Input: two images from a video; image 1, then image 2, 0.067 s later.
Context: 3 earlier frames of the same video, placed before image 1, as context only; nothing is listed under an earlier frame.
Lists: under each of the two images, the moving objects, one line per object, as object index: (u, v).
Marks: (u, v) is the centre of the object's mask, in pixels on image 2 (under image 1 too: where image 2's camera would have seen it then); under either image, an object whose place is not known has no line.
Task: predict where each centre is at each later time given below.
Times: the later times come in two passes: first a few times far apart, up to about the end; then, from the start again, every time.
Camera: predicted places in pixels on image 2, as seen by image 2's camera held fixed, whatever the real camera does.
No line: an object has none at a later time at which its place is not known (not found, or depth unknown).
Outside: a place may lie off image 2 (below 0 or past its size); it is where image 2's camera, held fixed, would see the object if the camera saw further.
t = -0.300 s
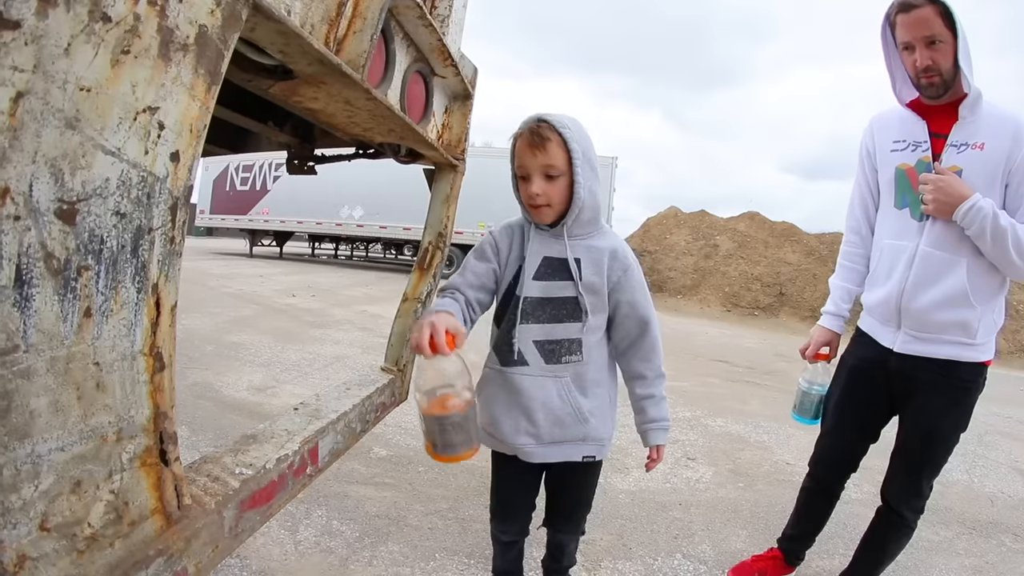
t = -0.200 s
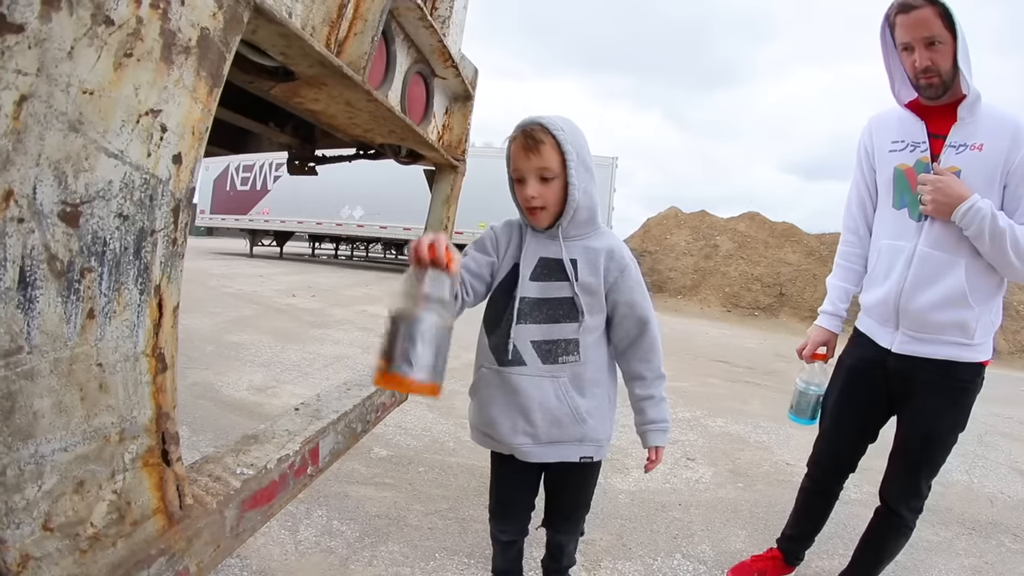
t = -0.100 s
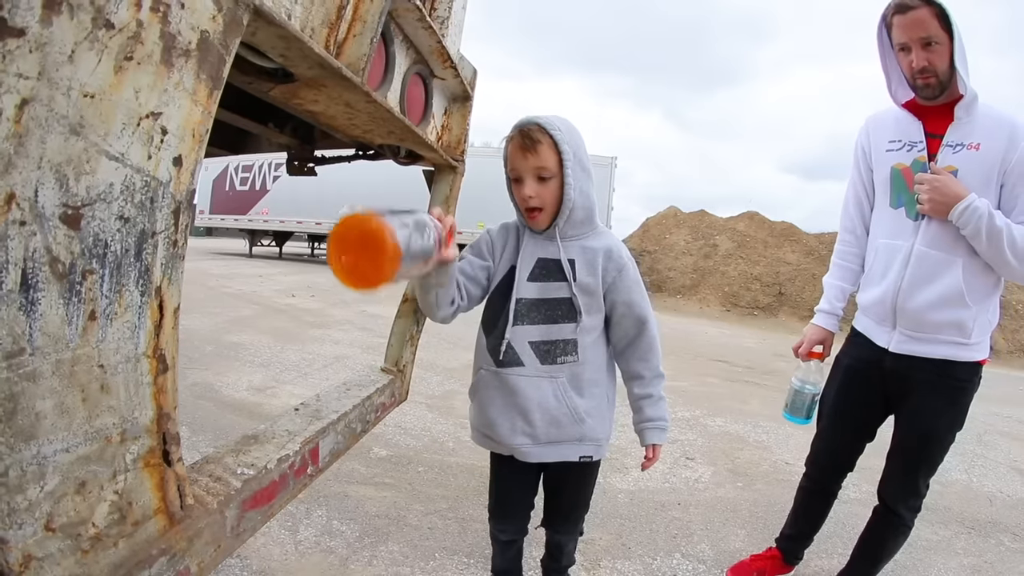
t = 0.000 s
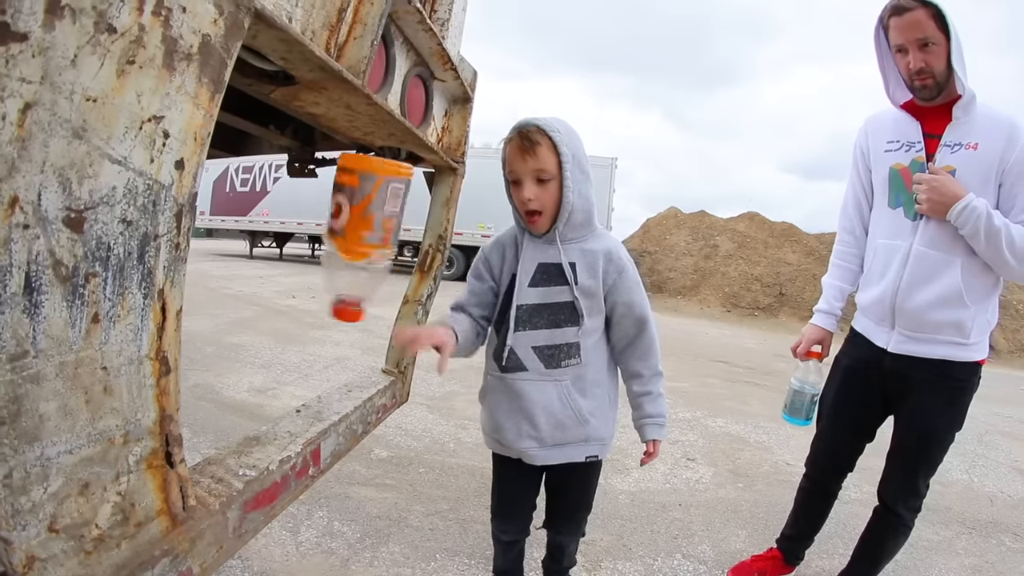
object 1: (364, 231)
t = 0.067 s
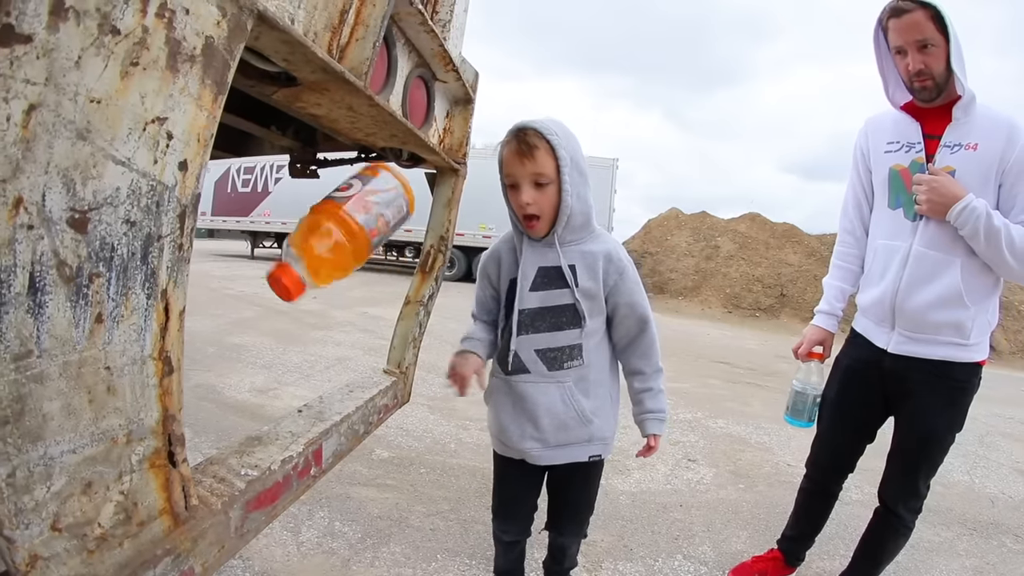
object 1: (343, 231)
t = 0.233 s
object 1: (320, 371)
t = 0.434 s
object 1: (330, 396)
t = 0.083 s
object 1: (339, 235)
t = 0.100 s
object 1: (336, 242)
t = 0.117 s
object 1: (334, 252)
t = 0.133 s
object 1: (332, 264)
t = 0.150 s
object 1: (330, 279)
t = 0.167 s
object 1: (328, 296)
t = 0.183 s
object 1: (326, 316)
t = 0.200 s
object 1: (325, 338)
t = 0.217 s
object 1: (324, 363)
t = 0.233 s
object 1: (320, 371)
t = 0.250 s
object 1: (320, 382)
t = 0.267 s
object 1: (320, 394)
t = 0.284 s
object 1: (321, 393)
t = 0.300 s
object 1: (322, 394)
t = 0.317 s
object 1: (323, 395)
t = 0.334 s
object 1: (324, 395)
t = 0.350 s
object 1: (326, 396)
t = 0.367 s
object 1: (327, 396)
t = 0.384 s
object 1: (328, 396)
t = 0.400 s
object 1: (329, 396)
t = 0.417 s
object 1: (330, 396)
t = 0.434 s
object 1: (330, 396)
